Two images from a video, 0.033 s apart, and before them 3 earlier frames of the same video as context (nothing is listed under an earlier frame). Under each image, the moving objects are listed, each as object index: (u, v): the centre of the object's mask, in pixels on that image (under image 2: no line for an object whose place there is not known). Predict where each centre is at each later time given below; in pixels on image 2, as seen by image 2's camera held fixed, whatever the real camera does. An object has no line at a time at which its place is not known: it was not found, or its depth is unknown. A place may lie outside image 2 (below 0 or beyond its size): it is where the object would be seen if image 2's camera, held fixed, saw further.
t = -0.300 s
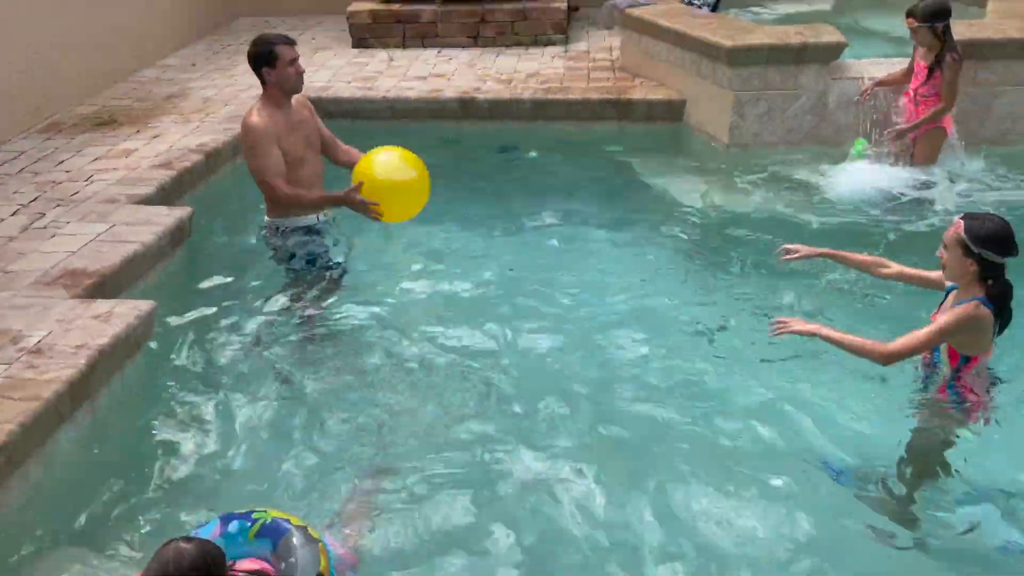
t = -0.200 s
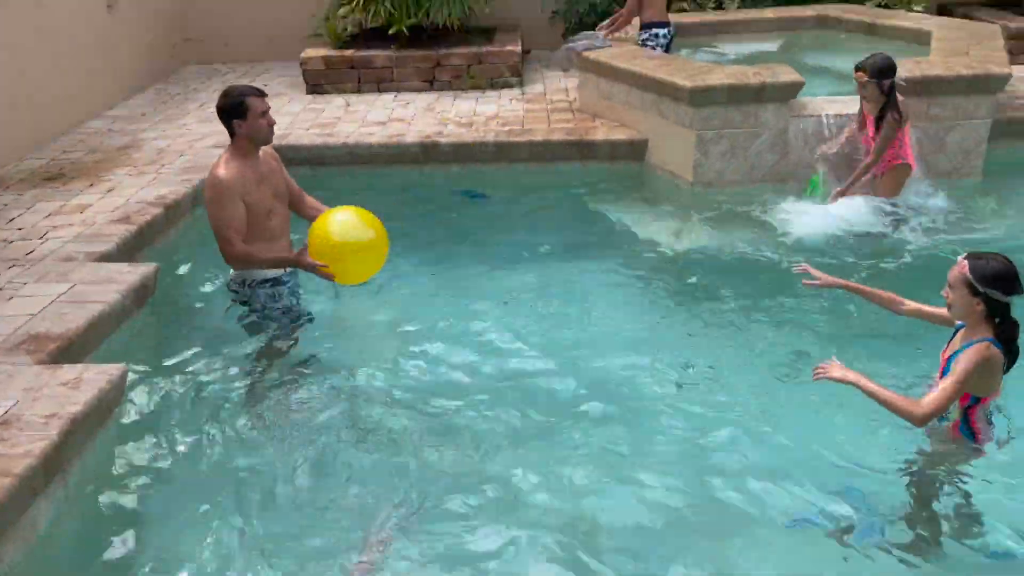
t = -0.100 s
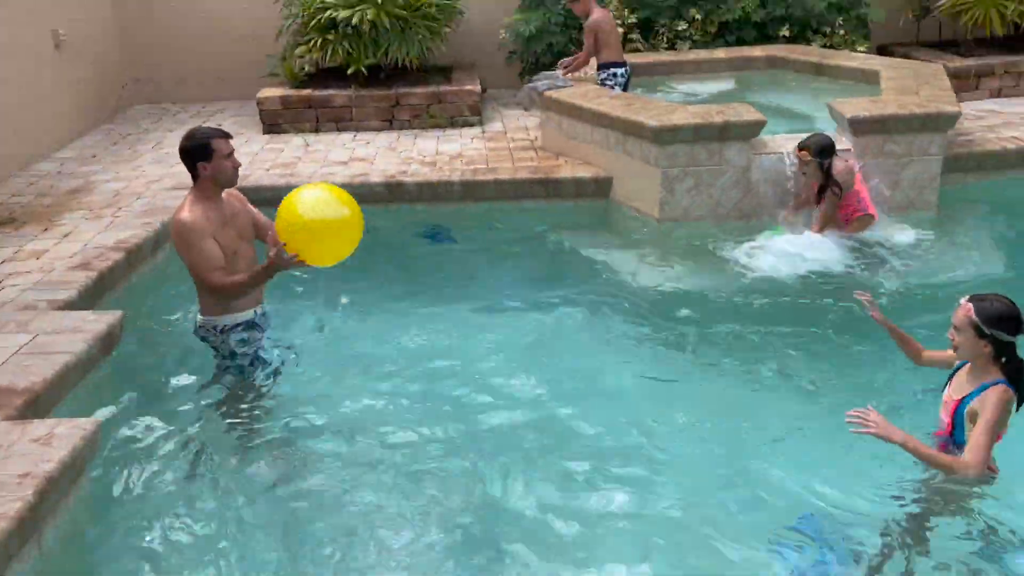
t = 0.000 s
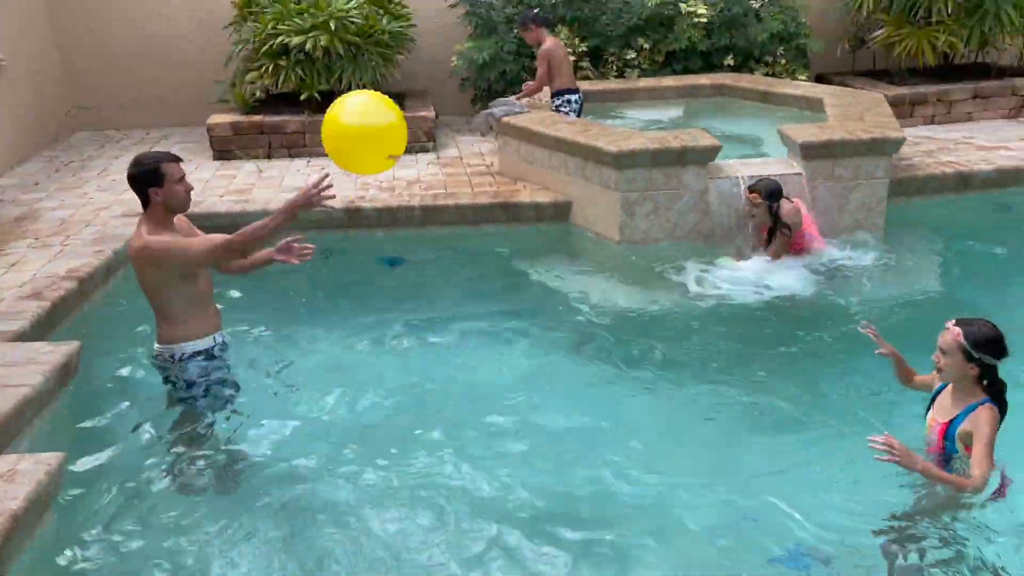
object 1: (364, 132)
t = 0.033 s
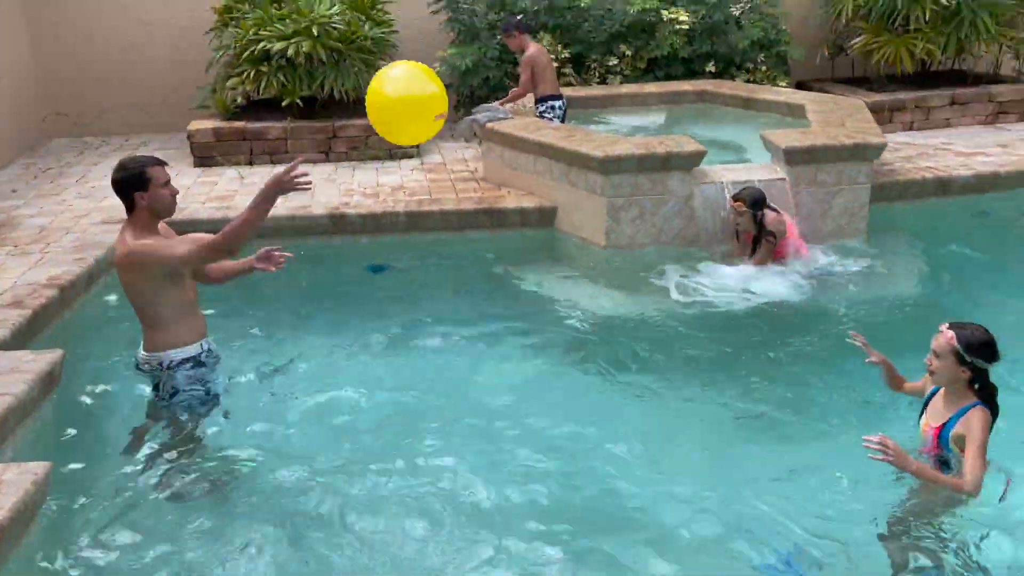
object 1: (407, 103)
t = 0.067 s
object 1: (461, 80)
